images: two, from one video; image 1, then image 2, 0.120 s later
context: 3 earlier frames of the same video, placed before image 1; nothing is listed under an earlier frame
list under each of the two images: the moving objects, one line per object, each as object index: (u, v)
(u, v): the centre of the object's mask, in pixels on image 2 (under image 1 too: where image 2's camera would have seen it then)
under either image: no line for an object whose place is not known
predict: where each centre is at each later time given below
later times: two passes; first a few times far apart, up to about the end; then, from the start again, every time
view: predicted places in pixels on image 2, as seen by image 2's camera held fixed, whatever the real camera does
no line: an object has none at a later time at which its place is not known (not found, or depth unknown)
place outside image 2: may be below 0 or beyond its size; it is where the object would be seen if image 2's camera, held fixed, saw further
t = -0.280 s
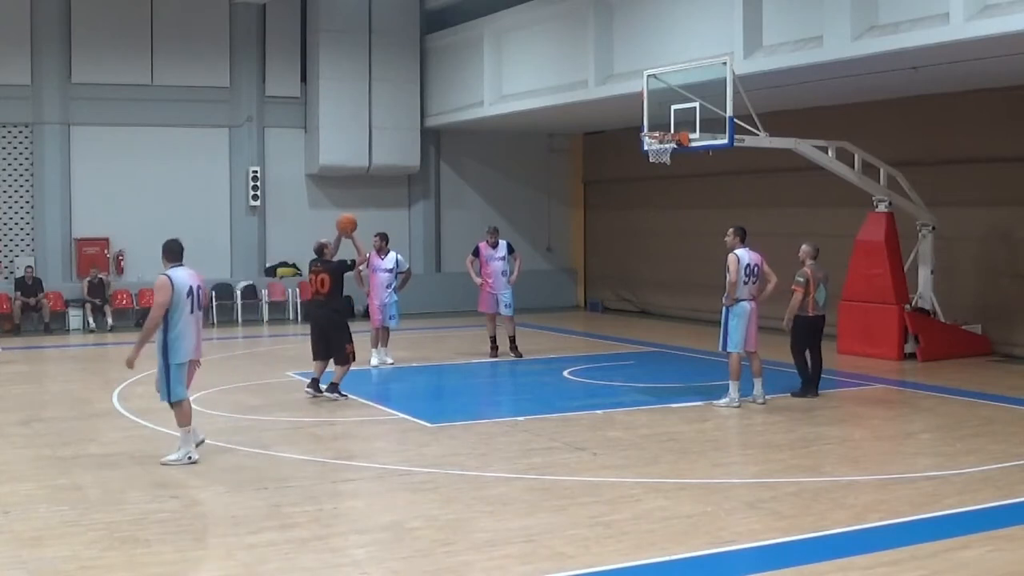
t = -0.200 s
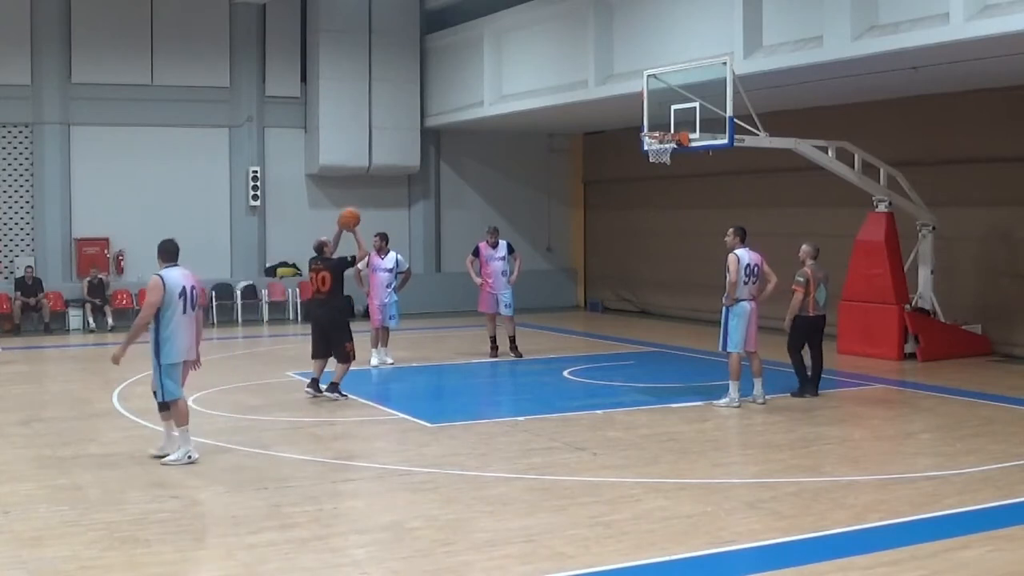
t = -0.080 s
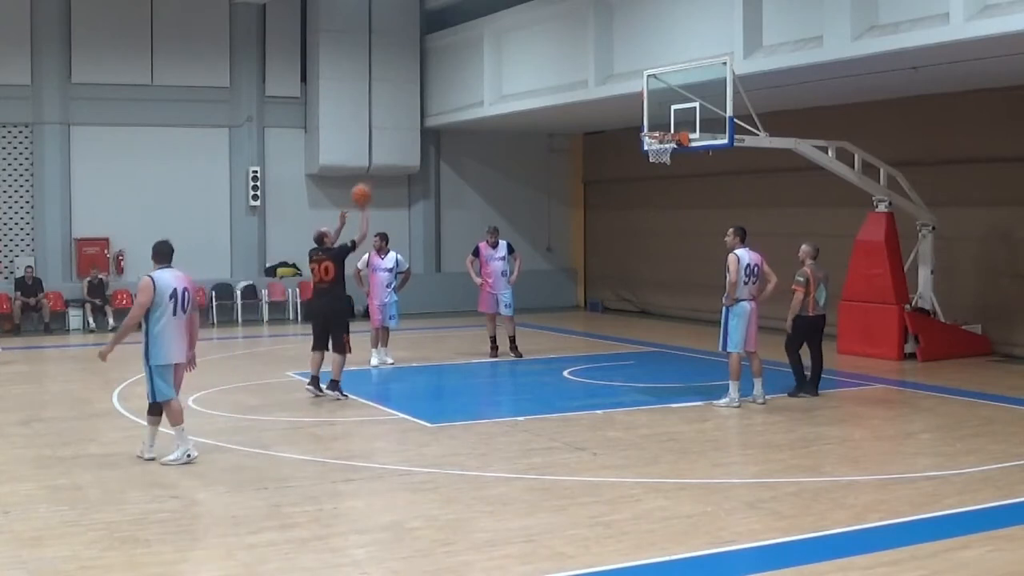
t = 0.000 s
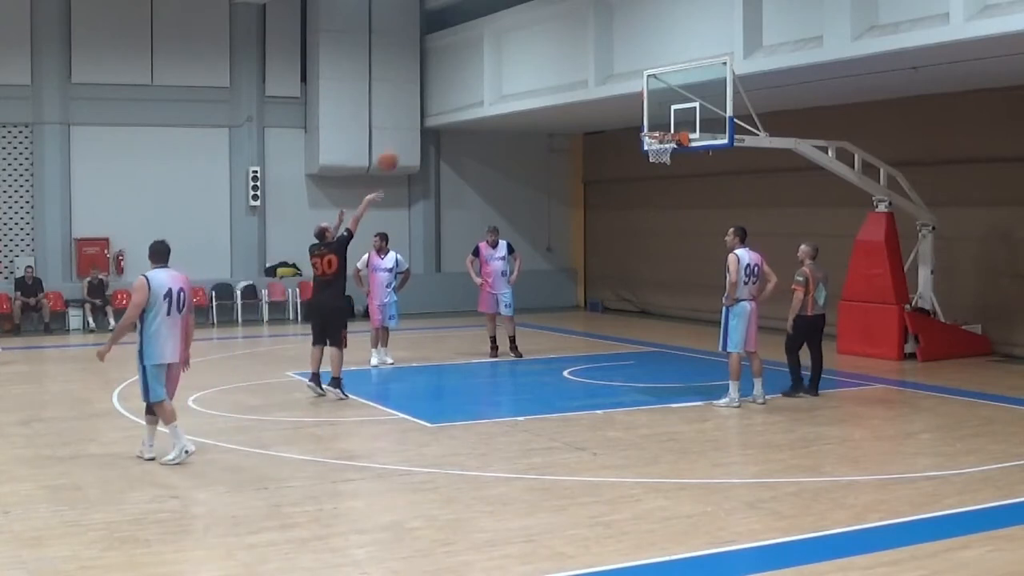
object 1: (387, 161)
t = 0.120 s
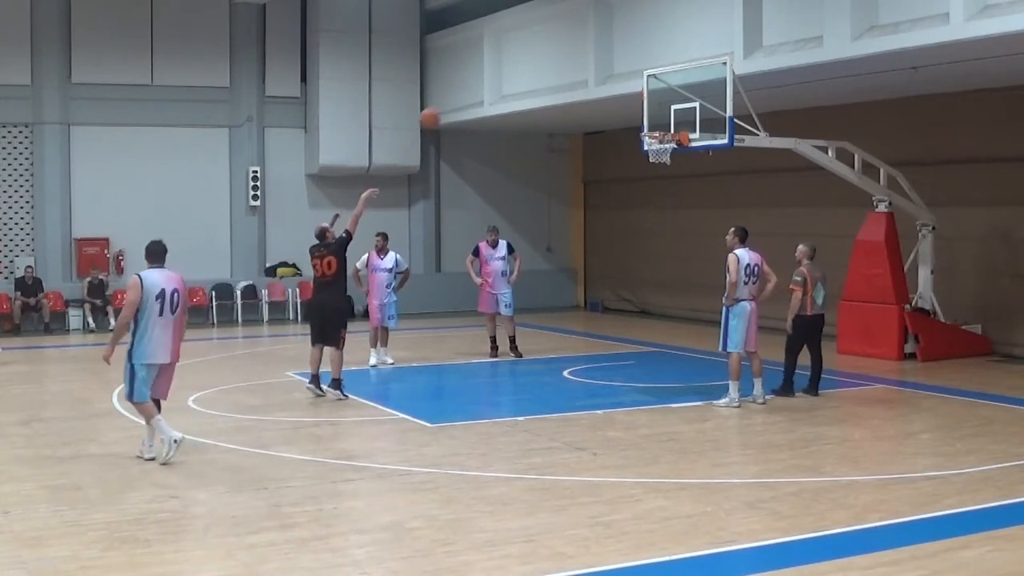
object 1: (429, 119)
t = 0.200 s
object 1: (456, 98)
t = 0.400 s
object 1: (522, 71)
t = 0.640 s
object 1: (595, 81)
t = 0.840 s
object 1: (652, 119)
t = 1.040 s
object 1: (655, 143)
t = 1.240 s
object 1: (667, 166)
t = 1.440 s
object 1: (674, 212)
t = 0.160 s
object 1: (443, 107)
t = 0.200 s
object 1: (456, 98)
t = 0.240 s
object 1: (470, 90)
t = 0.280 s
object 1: (483, 83)
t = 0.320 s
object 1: (496, 78)
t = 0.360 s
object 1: (509, 73)
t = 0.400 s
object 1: (522, 71)
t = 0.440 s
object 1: (534, 69)
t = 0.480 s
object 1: (547, 69)
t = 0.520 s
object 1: (559, 70)
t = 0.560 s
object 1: (571, 72)
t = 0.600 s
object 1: (583, 76)
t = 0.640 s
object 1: (595, 81)
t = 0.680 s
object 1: (607, 86)
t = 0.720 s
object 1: (619, 94)
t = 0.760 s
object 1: (631, 101)
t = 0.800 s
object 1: (642, 110)
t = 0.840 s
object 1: (652, 119)
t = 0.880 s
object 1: (662, 131)
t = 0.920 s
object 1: (660, 132)
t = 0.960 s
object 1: (658, 135)
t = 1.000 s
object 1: (655, 139)
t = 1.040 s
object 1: (655, 143)
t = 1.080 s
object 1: (656, 143)
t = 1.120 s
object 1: (660, 146)
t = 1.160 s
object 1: (666, 154)
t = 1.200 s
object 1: (666, 163)
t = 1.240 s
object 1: (667, 166)
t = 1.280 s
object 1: (668, 172)
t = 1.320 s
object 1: (670, 179)
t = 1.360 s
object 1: (671, 189)
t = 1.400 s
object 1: (672, 200)
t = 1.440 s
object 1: (674, 212)
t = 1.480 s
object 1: (674, 224)
